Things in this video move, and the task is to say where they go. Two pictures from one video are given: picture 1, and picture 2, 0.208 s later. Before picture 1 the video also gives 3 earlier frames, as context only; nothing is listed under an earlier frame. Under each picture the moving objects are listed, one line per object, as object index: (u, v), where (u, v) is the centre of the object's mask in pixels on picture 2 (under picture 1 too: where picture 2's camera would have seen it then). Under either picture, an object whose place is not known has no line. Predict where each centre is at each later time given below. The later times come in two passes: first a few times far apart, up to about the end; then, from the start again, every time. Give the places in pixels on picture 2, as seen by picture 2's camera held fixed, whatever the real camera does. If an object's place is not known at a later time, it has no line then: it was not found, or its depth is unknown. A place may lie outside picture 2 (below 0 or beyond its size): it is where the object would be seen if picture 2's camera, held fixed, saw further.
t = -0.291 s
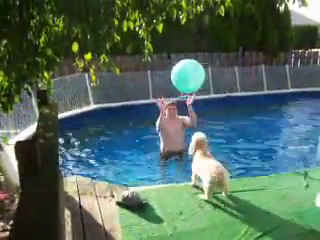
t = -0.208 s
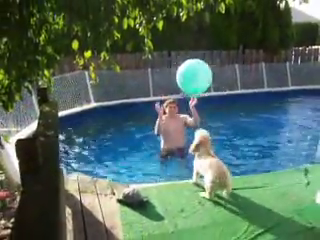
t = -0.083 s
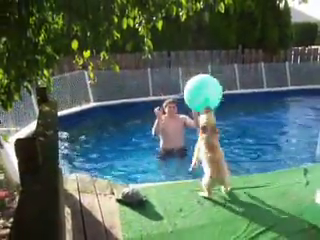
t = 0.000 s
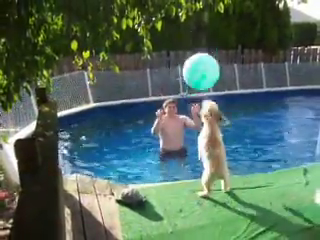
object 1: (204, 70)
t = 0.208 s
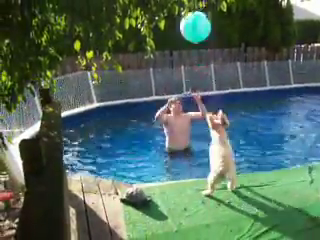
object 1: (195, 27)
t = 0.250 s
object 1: (194, 23)
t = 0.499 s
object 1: (186, 30)
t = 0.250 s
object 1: (194, 23)
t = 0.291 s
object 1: (192, 22)
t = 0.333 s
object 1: (191, 22)
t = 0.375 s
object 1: (190, 22)
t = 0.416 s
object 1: (189, 24)
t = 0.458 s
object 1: (188, 26)
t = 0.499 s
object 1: (186, 30)
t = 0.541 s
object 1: (186, 34)
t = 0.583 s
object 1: (185, 39)
